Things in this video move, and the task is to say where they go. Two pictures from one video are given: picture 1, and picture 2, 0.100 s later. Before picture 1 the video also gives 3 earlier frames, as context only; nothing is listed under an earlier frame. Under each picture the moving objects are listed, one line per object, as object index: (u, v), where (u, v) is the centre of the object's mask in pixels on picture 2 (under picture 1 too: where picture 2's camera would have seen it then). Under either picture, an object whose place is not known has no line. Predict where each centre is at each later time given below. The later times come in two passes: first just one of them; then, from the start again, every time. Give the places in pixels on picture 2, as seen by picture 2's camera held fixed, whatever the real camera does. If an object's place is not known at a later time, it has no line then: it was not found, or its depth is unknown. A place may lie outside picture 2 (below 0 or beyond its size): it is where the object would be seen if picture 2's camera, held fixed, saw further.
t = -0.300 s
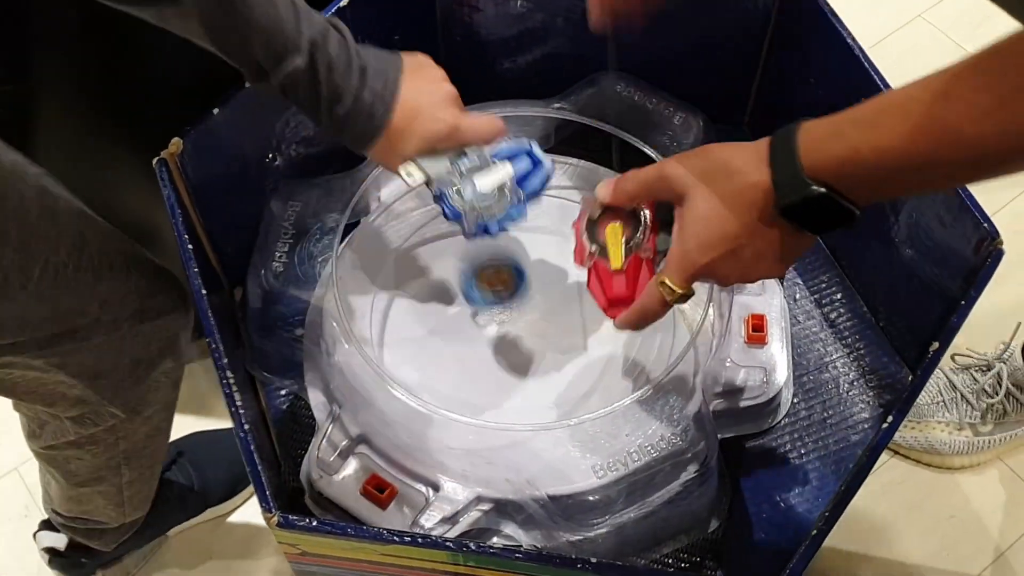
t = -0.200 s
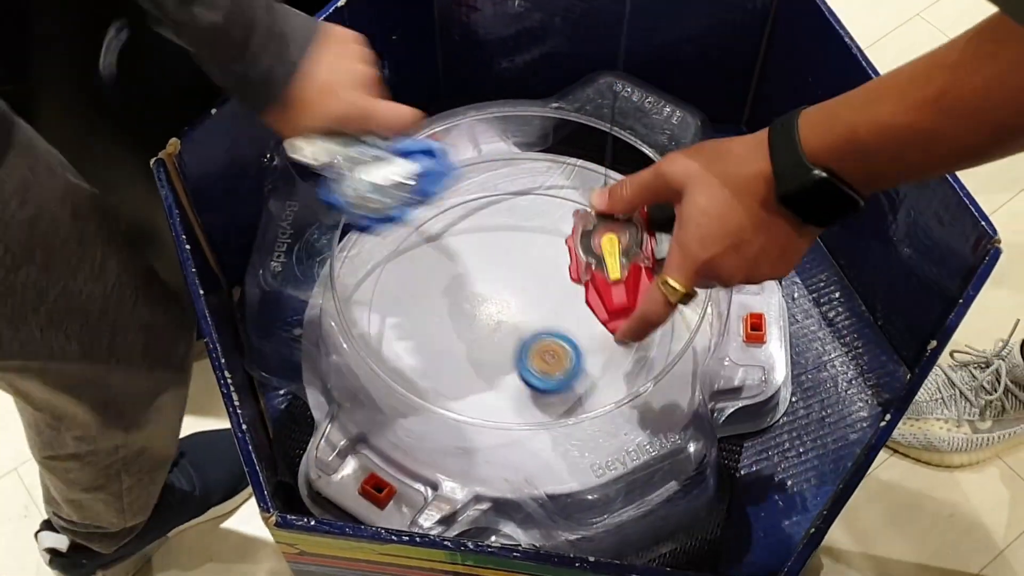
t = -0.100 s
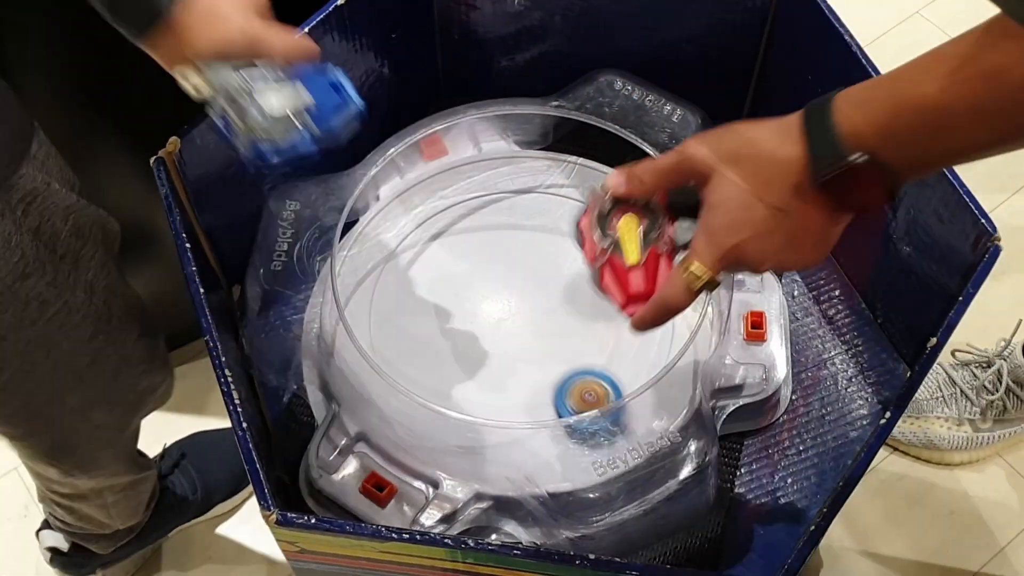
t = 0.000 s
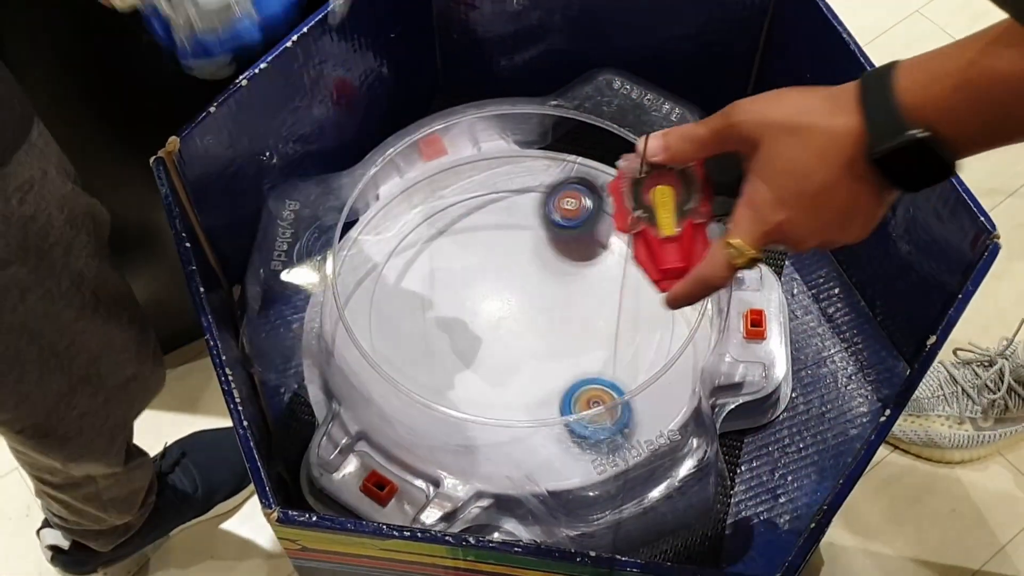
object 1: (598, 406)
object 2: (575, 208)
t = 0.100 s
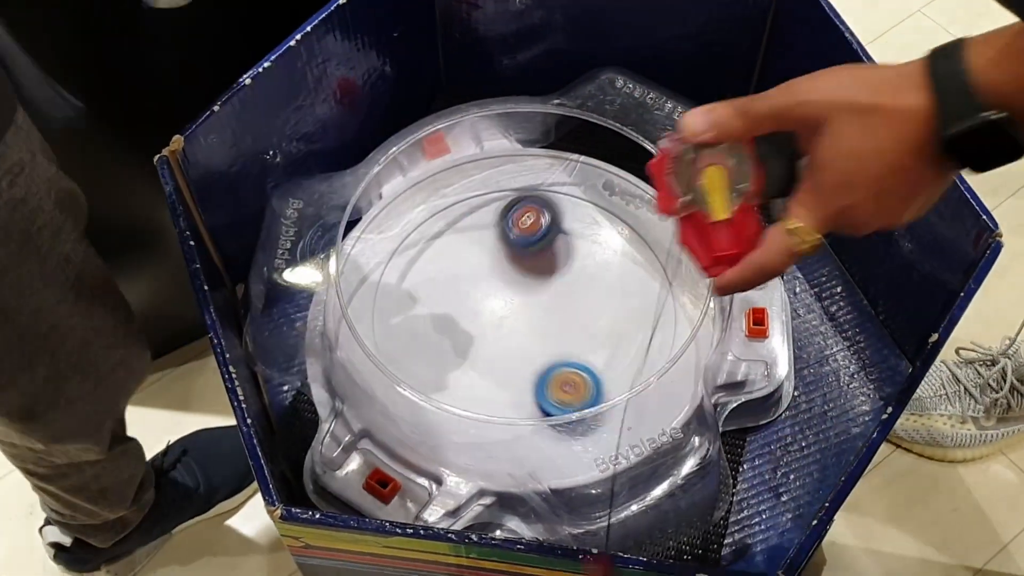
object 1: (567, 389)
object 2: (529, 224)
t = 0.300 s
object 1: (535, 450)
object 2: (446, 207)
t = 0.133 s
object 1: (553, 384)
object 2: (517, 239)
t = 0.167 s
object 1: (535, 374)
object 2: (505, 261)
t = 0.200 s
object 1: (516, 364)
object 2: (498, 285)
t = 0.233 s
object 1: (511, 387)
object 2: (487, 285)
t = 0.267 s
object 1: (520, 439)
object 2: (465, 240)
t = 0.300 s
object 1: (535, 450)
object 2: (446, 207)
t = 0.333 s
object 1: (561, 429)
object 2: (436, 178)
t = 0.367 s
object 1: (588, 418)
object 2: (440, 178)
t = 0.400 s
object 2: (444, 186)
